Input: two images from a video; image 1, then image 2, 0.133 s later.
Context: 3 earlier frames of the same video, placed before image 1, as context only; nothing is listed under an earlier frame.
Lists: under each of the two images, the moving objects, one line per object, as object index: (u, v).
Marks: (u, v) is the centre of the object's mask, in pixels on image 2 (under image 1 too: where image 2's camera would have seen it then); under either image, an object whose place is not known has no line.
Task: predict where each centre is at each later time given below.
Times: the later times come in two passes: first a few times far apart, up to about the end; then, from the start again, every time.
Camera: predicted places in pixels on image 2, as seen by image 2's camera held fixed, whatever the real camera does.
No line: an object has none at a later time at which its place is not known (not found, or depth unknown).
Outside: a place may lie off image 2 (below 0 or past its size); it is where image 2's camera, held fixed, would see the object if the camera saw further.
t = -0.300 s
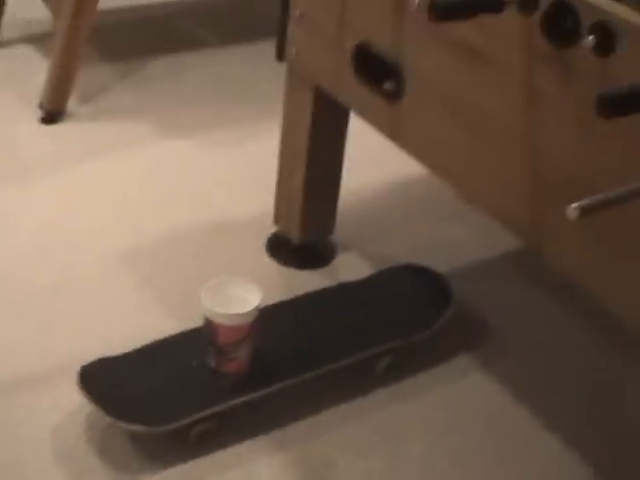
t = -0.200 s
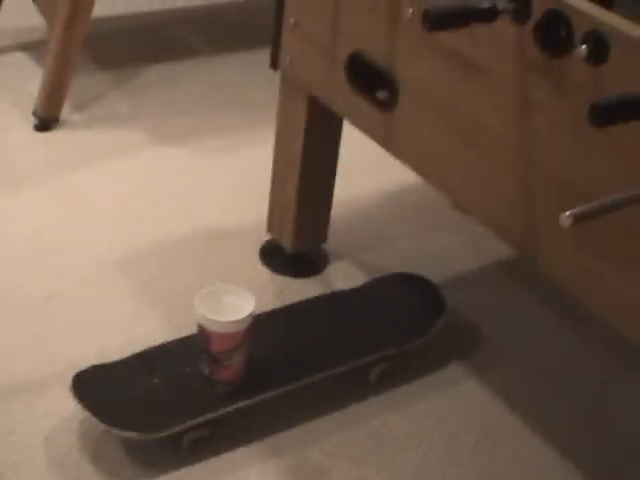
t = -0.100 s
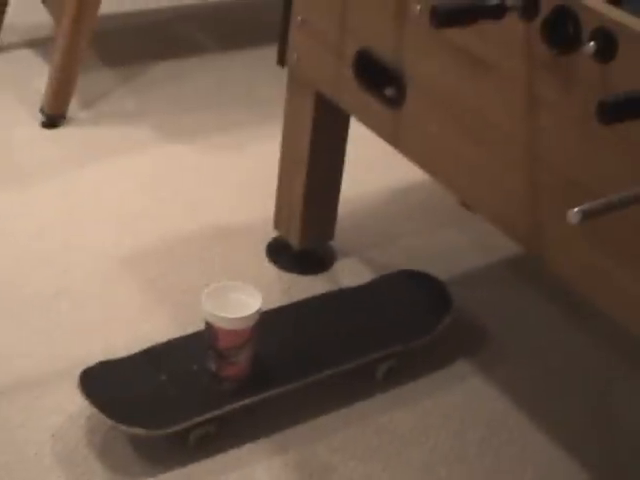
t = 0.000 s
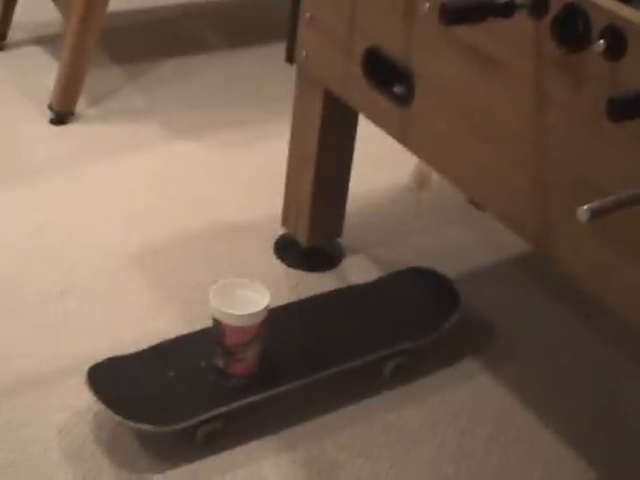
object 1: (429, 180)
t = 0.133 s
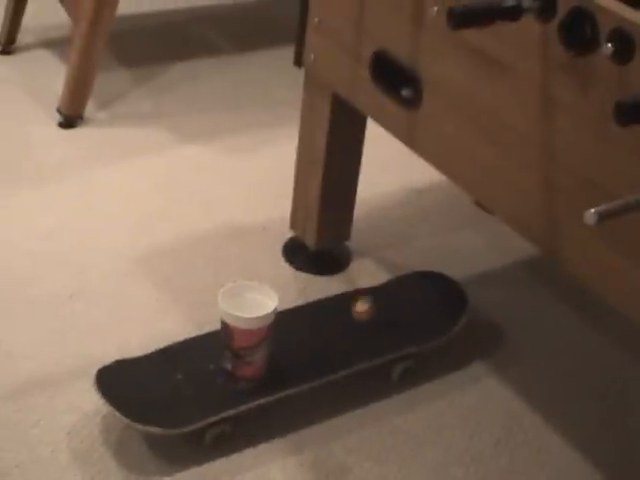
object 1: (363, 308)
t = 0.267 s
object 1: (339, 226)
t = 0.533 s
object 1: (254, 273)
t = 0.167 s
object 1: (357, 288)
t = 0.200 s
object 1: (353, 266)
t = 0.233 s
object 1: (344, 242)
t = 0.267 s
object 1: (339, 226)
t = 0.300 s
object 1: (331, 213)
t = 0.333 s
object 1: (321, 205)
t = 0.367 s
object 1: (312, 203)
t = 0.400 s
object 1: (301, 206)
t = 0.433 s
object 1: (288, 215)
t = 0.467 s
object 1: (277, 229)
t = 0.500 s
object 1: (268, 244)
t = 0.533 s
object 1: (254, 273)
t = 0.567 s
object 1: (239, 297)
